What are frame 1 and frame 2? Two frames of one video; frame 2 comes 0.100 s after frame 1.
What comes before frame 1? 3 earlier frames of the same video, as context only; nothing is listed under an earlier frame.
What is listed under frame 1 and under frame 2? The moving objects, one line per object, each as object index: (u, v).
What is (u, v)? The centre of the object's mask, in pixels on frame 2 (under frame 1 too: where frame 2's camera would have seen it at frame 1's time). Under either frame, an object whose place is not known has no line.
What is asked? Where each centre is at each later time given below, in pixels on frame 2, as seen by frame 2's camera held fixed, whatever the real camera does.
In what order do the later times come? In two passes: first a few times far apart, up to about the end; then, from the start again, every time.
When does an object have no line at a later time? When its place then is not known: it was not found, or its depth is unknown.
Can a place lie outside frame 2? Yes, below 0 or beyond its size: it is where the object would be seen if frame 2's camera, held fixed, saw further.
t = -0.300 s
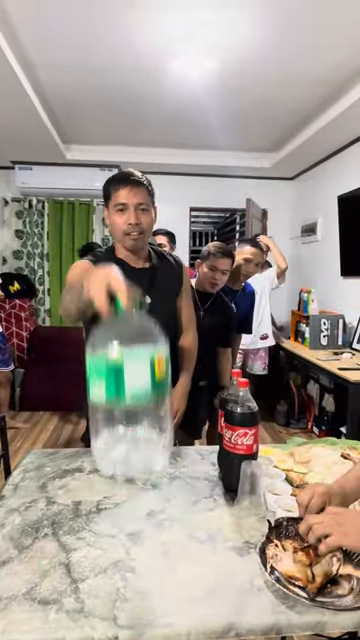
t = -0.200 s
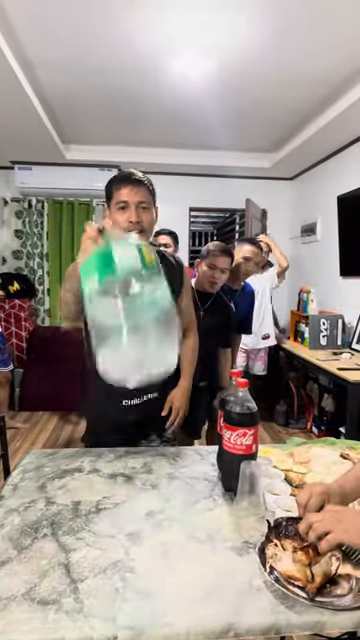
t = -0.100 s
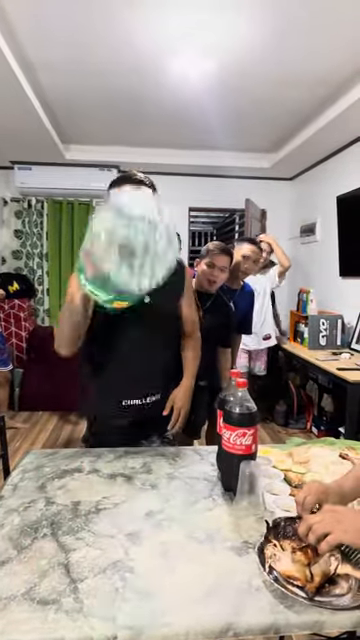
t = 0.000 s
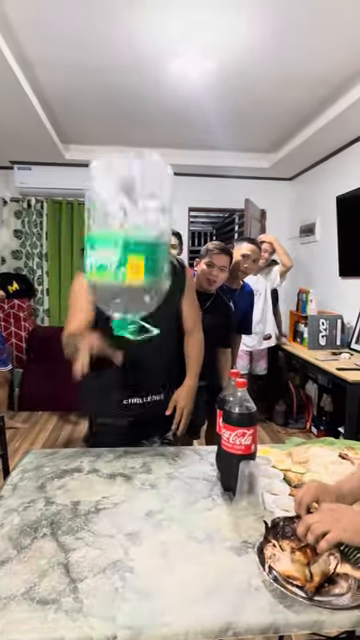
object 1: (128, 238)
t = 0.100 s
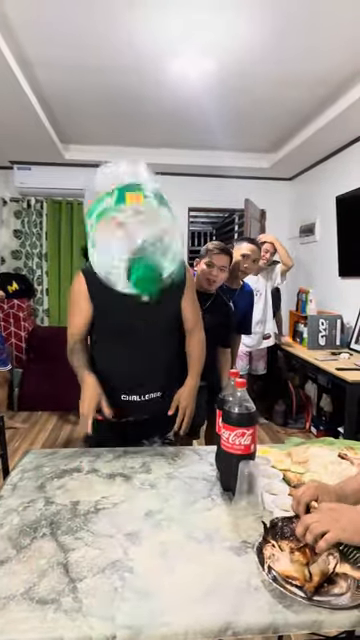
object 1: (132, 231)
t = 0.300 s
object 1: (131, 338)
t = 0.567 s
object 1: (126, 436)
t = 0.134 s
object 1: (134, 235)
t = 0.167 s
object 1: (136, 242)
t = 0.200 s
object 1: (134, 255)
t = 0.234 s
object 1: (131, 281)
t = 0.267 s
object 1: (131, 309)
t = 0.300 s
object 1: (131, 338)
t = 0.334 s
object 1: (130, 375)
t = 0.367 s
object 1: (130, 417)
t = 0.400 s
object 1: (129, 455)
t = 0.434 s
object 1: (129, 450)
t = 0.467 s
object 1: (129, 444)
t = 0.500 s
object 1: (128, 441)
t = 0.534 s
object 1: (127, 438)
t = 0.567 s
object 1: (126, 436)
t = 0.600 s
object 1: (125, 436)
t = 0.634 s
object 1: (124, 437)
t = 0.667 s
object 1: (123, 439)
